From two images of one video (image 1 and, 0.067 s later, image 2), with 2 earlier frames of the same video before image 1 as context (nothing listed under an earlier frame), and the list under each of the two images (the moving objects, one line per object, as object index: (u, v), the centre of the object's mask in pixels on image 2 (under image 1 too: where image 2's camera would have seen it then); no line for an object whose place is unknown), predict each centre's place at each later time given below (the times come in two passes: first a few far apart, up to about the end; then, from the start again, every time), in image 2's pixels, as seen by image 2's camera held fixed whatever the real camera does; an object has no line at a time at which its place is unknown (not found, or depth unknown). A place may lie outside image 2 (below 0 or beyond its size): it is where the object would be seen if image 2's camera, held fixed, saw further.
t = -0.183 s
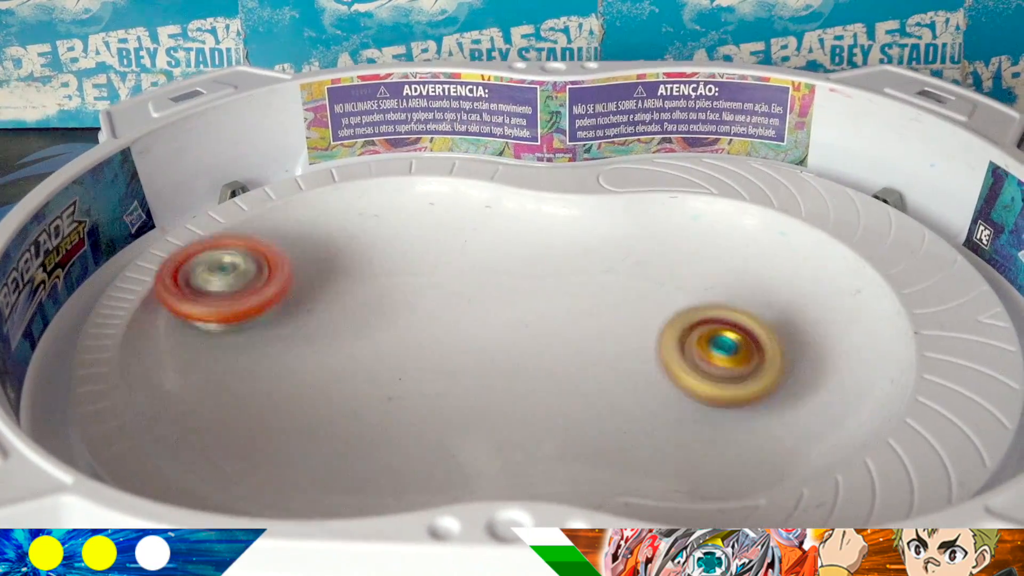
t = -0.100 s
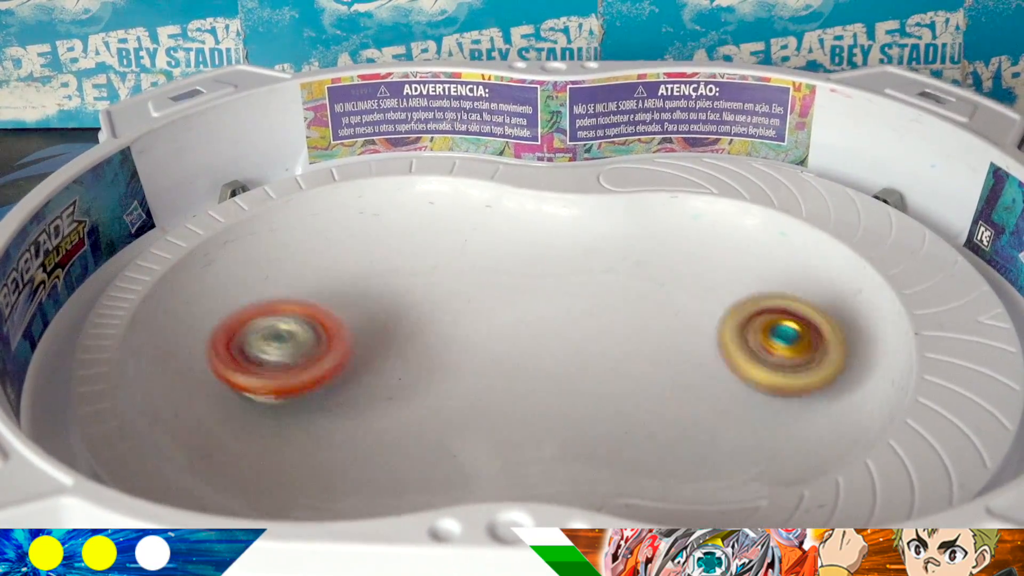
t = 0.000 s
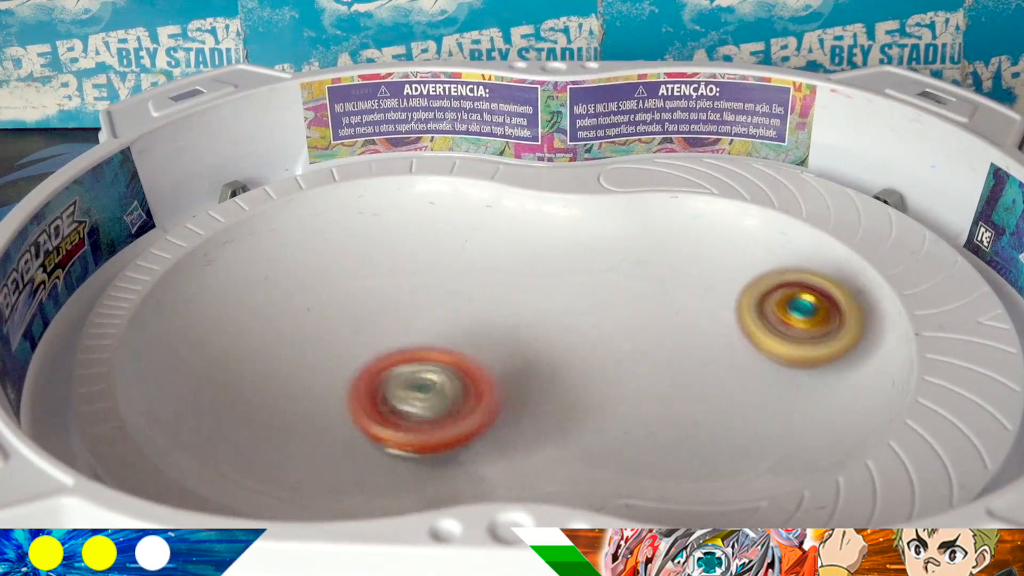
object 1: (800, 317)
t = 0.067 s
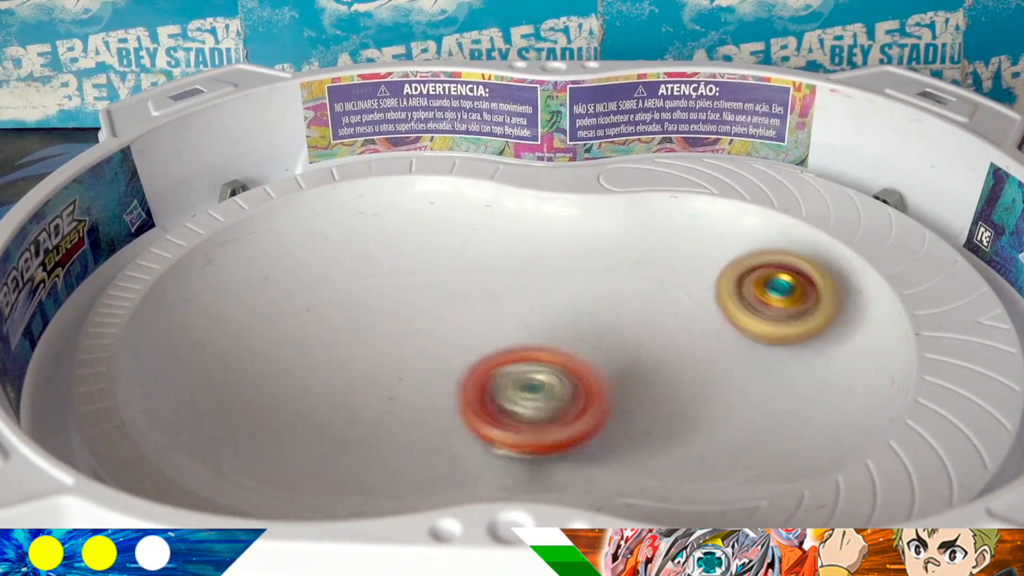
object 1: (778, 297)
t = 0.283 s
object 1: (627, 235)
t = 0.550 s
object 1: (401, 363)
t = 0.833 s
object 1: (248, 446)
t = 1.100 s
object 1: (838, 360)
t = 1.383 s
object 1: (757, 137)
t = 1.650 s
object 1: (669, 136)
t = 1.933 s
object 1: (276, 204)
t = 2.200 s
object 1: (642, 390)
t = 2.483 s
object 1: (782, 130)
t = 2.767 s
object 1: (686, 139)
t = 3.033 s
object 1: (739, 297)
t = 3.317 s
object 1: (713, 415)
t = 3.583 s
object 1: (767, 316)
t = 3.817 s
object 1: (661, 437)
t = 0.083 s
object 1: (769, 292)
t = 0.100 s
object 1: (761, 287)
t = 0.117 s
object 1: (750, 280)
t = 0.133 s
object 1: (738, 275)
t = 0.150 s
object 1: (727, 268)
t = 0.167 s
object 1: (716, 261)
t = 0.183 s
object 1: (703, 254)
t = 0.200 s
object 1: (691, 247)
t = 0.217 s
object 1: (678, 242)
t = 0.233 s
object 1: (666, 238)
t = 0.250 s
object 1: (653, 235)
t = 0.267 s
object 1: (640, 234)
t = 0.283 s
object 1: (627, 235)
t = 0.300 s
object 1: (612, 238)
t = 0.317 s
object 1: (597, 243)
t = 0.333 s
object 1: (581, 251)
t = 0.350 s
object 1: (564, 259)
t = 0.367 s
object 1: (549, 269)
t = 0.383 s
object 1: (533, 280)
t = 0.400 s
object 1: (516, 290)
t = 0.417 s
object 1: (499, 300)
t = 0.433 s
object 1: (485, 310)
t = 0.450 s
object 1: (469, 319)
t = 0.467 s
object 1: (455, 328)
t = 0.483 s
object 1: (443, 336)
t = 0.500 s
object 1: (431, 343)
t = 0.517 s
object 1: (421, 350)
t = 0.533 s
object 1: (411, 357)
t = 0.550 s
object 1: (401, 363)
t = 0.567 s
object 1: (376, 383)
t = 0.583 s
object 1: (349, 402)
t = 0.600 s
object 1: (322, 422)
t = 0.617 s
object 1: (293, 436)
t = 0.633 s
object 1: (265, 449)
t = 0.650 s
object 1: (255, 433)
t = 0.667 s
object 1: (248, 417)
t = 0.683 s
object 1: (243, 408)
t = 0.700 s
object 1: (239, 402)
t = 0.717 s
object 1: (236, 403)
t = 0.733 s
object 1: (235, 410)
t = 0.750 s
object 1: (235, 423)
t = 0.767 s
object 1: (237, 444)
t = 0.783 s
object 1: (238, 449)
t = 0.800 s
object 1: (240, 446)
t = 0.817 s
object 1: (243, 446)
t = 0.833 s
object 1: (248, 446)
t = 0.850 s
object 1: (254, 444)
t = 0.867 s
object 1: (264, 444)
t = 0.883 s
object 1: (275, 445)
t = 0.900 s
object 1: (289, 441)
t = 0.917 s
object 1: (302, 446)
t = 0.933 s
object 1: (339, 456)
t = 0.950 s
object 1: (390, 427)
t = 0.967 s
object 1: (445, 402)
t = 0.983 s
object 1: (500, 381)
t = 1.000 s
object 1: (556, 366)
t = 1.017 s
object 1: (611, 357)
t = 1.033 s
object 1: (665, 355)
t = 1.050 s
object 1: (715, 360)
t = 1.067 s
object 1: (763, 369)
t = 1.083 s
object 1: (809, 384)
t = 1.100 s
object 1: (838, 360)
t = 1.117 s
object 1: (858, 330)
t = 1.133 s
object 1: (867, 301)
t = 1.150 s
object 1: (877, 276)
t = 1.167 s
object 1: (888, 258)
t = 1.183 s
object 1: (888, 236)
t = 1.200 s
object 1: (883, 217)
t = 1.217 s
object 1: (878, 201)
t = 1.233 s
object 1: (871, 191)
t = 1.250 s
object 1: (866, 178)
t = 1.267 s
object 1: (861, 166)
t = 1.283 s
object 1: (858, 153)
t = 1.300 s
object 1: (853, 141)
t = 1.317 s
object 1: (835, 138)
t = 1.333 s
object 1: (812, 139)
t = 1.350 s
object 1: (791, 139)
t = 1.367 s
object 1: (772, 137)
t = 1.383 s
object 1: (757, 137)
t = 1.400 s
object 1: (741, 136)
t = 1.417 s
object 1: (727, 136)
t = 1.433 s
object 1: (714, 135)
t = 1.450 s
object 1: (702, 134)
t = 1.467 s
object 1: (691, 134)
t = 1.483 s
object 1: (682, 133)
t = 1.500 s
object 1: (674, 133)
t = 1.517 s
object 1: (668, 132)
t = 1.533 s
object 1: (663, 132)
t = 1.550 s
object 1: (660, 131)
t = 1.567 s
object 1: (658, 132)
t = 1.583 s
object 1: (657, 132)
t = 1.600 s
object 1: (658, 132)
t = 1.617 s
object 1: (660, 133)
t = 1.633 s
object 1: (663, 134)
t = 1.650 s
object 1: (669, 136)
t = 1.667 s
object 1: (675, 137)
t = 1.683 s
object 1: (682, 140)
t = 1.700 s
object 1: (683, 135)
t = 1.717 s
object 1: (653, 114)
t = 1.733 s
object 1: (626, 96)
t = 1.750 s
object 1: (598, 84)
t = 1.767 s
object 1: (569, 77)
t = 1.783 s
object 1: (540, 74)
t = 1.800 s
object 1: (510, 77)
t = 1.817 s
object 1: (481, 87)
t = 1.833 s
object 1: (452, 102)
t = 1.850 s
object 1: (426, 122)
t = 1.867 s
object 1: (398, 140)
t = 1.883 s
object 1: (369, 153)
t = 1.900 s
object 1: (338, 169)
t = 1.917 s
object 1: (306, 185)
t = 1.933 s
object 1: (276, 204)
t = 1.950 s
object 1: (249, 222)
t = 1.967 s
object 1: (223, 248)
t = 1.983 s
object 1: (206, 276)
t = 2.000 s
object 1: (197, 303)
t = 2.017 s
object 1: (189, 336)
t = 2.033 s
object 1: (187, 368)
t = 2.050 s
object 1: (196, 395)
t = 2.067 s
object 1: (216, 419)
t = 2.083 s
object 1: (255, 443)
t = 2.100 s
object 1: (304, 457)
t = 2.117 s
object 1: (362, 463)
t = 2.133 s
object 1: (426, 453)
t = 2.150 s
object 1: (482, 440)
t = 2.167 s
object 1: (539, 421)
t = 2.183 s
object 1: (591, 405)
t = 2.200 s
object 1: (642, 390)
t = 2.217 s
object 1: (688, 370)
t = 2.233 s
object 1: (729, 346)
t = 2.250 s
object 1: (771, 324)
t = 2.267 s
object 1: (802, 293)
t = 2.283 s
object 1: (830, 261)
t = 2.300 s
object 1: (840, 224)
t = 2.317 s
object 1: (853, 188)
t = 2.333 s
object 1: (862, 159)
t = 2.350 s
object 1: (870, 134)
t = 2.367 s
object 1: (878, 117)
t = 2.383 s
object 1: (883, 105)
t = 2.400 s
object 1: (871, 100)
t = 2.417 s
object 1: (855, 99)
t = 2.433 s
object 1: (839, 104)
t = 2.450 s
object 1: (821, 108)
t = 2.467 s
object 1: (802, 116)
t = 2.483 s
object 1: (782, 130)
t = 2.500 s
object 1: (767, 130)
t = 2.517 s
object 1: (758, 128)
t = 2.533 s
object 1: (744, 127)
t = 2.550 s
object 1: (733, 127)
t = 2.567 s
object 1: (724, 127)
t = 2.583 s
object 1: (716, 126)
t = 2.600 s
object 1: (711, 127)
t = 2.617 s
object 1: (704, 127)
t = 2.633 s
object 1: (699, 127)
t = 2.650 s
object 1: (694, 128)
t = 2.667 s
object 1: (691, 129)
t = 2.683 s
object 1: (689, 130)
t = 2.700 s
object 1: (686, 132)
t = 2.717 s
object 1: (685, 134)
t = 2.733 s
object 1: (685, 135)
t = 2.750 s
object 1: (685, 138)
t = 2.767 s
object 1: (686, 139)
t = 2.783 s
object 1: (687, 140)
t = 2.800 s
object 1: (689, 144)
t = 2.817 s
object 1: (688, 146)
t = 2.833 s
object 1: (689, 147)
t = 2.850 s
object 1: (691, 150)
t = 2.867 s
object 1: (700, 148)
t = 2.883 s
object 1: (710, 149)
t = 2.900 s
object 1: (720, 156)
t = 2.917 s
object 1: (729, 166)
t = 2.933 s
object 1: (738, 184)
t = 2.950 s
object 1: (743, 202)
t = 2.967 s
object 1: (746, 220)
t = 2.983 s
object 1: (748, 242)
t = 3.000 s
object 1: (747, 262)
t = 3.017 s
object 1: (743, 280)
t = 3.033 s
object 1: (739, 297)
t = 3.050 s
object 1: (735, 313)
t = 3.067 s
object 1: (728, 328)
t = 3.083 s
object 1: (723, 341)
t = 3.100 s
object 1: (718, 353)
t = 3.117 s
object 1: (712, 365)
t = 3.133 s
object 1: (707, 374)
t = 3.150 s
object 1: (703, 383)
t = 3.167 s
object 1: (699, 390)
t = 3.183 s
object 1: (697, 397)
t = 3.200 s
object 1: (695, 404)
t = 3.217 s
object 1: (696, 409)
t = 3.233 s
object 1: (695, 411)
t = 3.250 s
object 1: (698, 414)
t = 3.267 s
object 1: (700, 415)
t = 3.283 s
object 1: (703, 415)
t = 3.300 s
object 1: (708, 416)
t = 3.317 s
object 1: (713, 415)
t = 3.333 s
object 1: (720, 412)
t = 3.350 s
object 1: (726, 408)
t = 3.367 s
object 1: (734, 405)
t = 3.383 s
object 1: (741, 401)
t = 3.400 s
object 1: (749, 396)
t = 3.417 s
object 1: (759, 388)
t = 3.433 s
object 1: (766, 383)
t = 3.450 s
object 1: (773, 376)
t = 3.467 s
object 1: (779, 368)
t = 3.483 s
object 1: (785, 361)
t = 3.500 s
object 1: (786, 353)
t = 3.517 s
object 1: (786, 346)
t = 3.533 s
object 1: (784, 338)
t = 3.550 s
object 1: (781, 330)
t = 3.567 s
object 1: (774, 323)
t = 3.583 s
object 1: (767, 316)
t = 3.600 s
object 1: (758, 309)
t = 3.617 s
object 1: (747, 303)
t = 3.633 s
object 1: (738, 311)
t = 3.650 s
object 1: (727, 338)
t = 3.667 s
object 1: (716, 357)
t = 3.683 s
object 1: (708, 375)
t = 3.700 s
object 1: (697, 393)
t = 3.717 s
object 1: (687, 407)
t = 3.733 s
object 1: (679, 420)
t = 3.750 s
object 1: (671, 430)
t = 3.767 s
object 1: (666, 437)
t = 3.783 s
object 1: (663, 442)
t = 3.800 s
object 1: (661, 442)
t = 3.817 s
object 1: (661, 437)
